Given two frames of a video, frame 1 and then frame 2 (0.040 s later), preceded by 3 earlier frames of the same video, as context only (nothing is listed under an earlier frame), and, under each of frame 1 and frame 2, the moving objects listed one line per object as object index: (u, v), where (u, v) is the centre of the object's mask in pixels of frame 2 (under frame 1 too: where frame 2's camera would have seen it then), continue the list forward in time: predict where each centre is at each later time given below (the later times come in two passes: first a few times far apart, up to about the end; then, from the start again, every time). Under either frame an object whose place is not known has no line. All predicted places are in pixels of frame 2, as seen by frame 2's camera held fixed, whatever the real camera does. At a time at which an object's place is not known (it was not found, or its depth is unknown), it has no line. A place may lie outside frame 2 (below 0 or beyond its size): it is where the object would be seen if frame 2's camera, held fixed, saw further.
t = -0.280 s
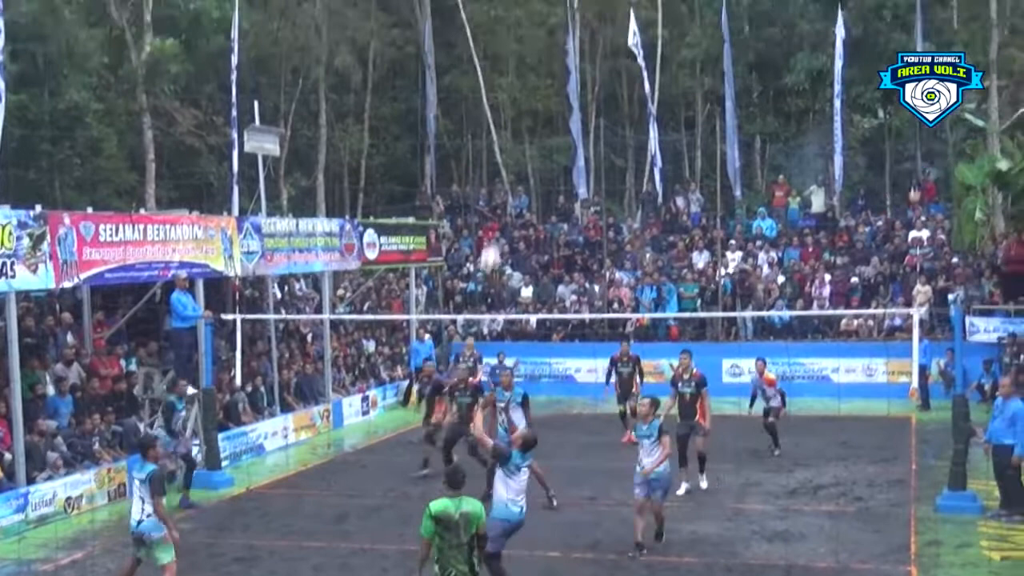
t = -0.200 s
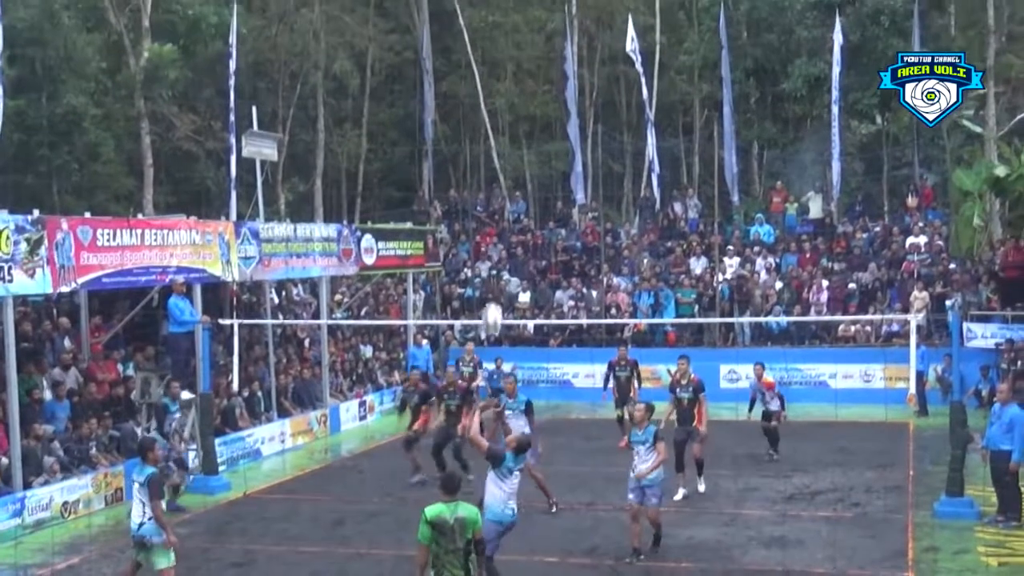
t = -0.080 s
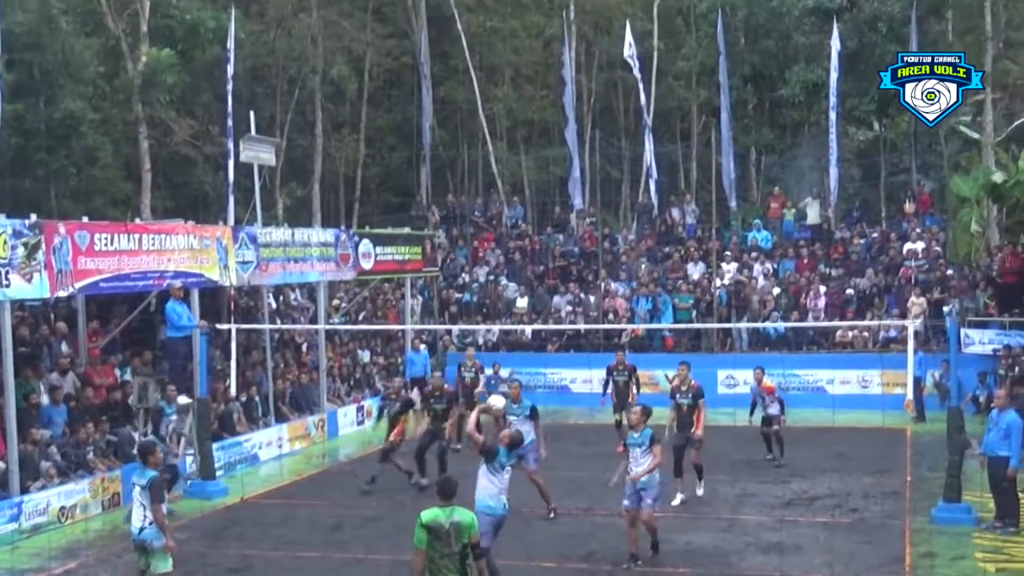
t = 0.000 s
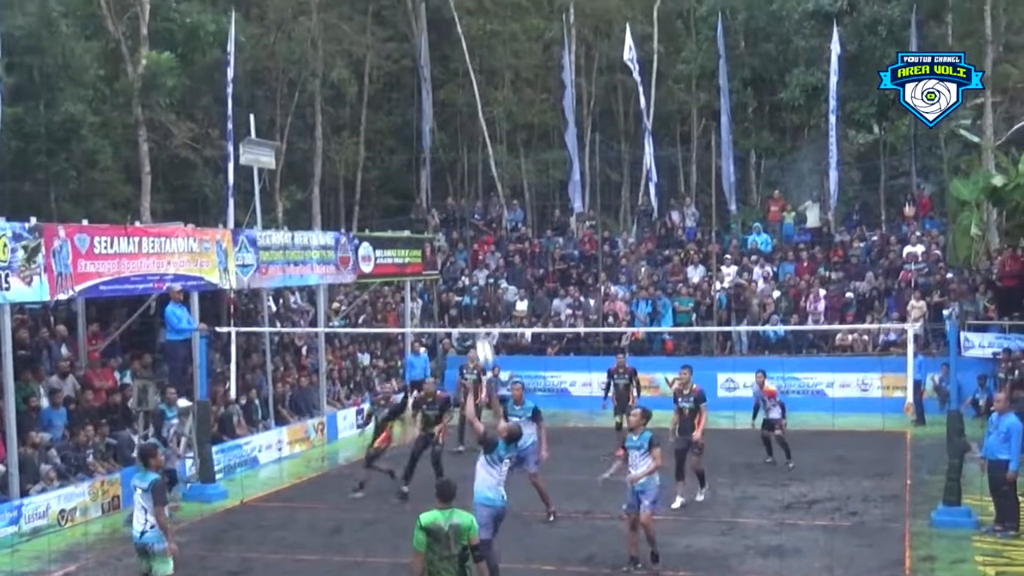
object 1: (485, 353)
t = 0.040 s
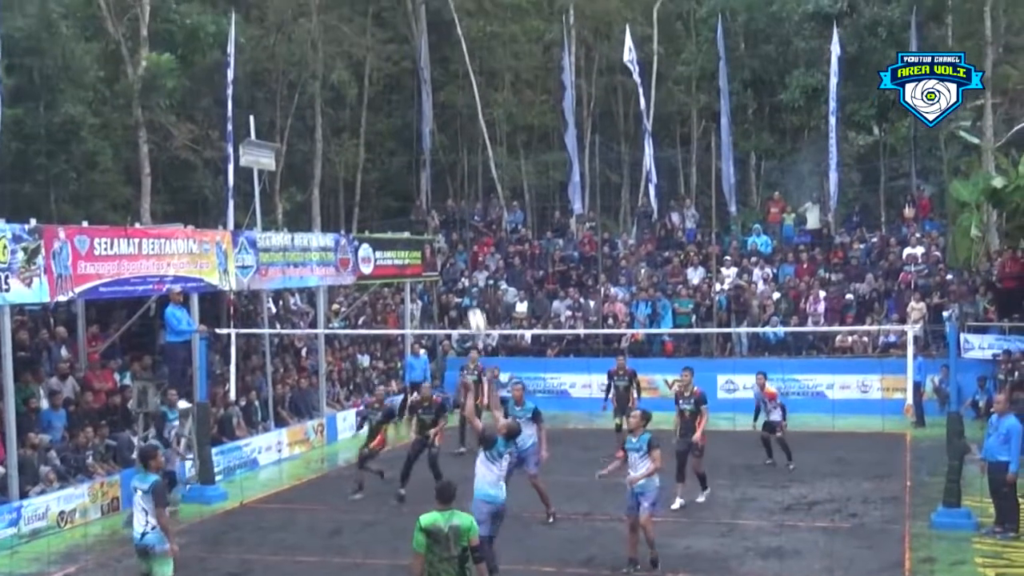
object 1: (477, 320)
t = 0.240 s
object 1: (441, 188)
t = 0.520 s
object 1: (397, 83)
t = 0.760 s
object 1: (363, 57)
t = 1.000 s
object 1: (334, 79)
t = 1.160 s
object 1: (317, 120)
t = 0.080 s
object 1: (468, 289)
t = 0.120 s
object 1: (463, 263)
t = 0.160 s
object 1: (455, 236)
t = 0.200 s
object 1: (448, 211)
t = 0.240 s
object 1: (441, 188)
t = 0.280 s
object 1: (434, 168)
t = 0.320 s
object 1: (428, 149)
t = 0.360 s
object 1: (421, 133)
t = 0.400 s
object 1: (415, 118)
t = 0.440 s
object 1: (408, 105)
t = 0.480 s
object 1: (402, 93)
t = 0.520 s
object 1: (397, 83)
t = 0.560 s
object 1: (391, 75)
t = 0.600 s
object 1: (385, 69)
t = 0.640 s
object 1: (380, 63)
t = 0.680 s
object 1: (374, 59)
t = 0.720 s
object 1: (368, 57)
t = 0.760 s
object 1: (363, 57)
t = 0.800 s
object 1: (358, 57)
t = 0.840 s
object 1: (354, 59)
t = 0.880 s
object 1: (348, 62)
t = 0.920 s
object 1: (343, 65)
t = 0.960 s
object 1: (339, 72)
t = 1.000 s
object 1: (334, 79)
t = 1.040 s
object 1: (330, 87)
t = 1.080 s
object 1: (326, 97)
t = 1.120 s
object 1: (321, 108)
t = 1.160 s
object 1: (317, 120)
